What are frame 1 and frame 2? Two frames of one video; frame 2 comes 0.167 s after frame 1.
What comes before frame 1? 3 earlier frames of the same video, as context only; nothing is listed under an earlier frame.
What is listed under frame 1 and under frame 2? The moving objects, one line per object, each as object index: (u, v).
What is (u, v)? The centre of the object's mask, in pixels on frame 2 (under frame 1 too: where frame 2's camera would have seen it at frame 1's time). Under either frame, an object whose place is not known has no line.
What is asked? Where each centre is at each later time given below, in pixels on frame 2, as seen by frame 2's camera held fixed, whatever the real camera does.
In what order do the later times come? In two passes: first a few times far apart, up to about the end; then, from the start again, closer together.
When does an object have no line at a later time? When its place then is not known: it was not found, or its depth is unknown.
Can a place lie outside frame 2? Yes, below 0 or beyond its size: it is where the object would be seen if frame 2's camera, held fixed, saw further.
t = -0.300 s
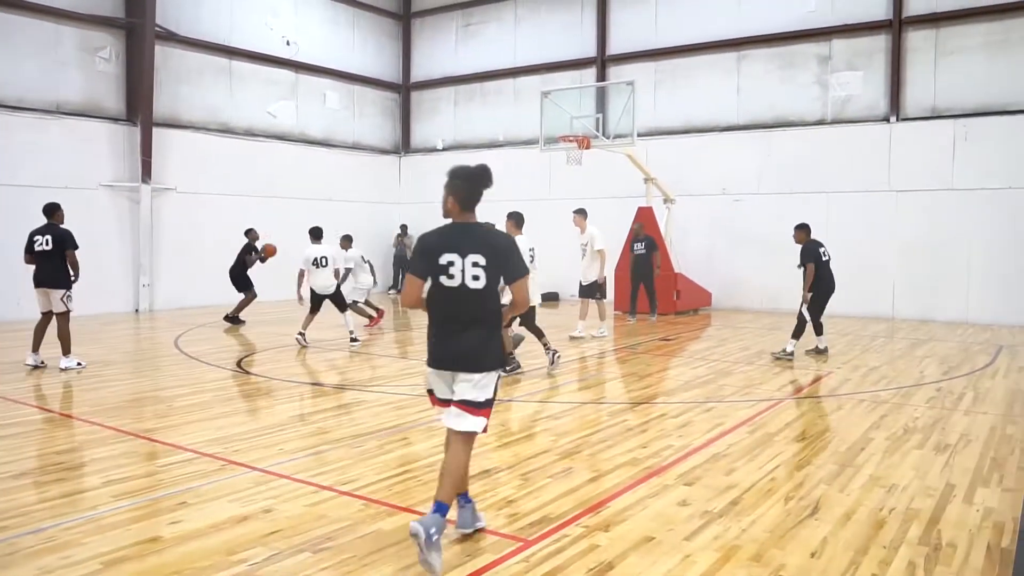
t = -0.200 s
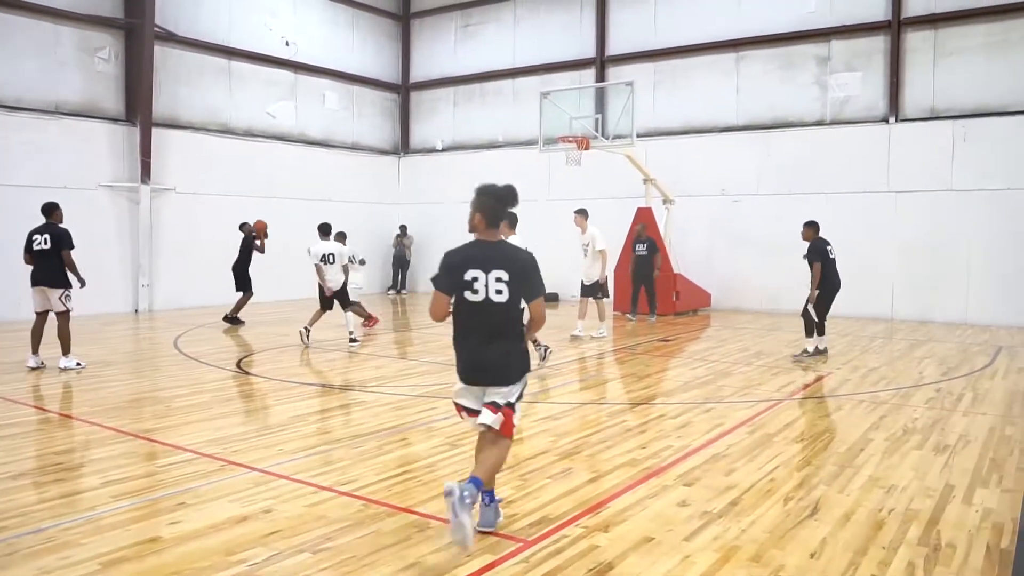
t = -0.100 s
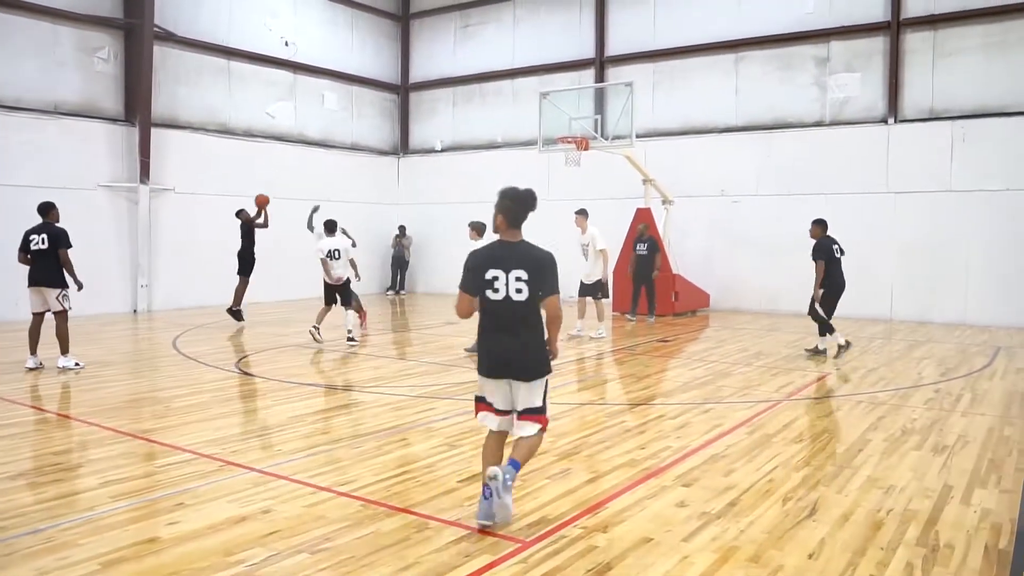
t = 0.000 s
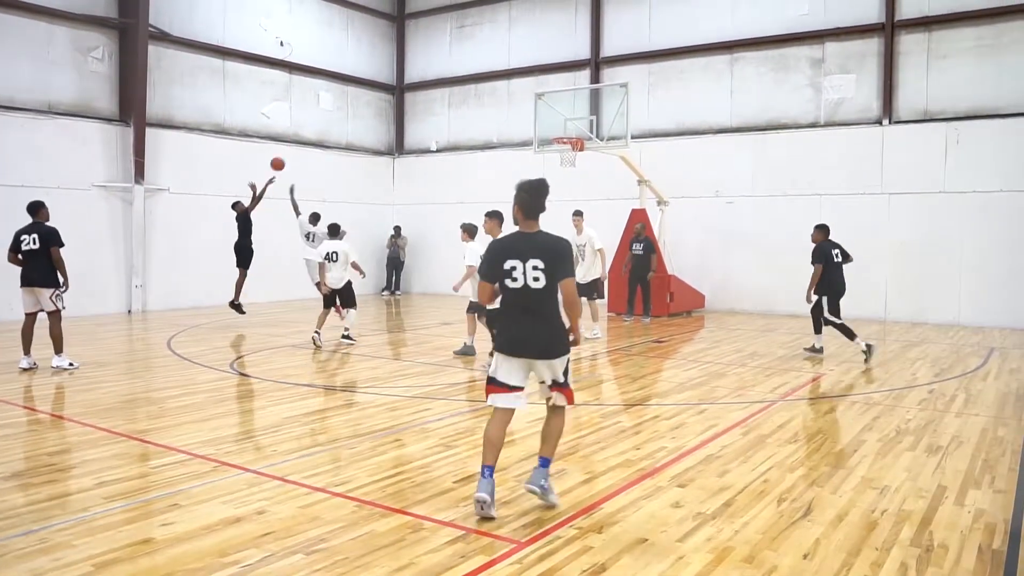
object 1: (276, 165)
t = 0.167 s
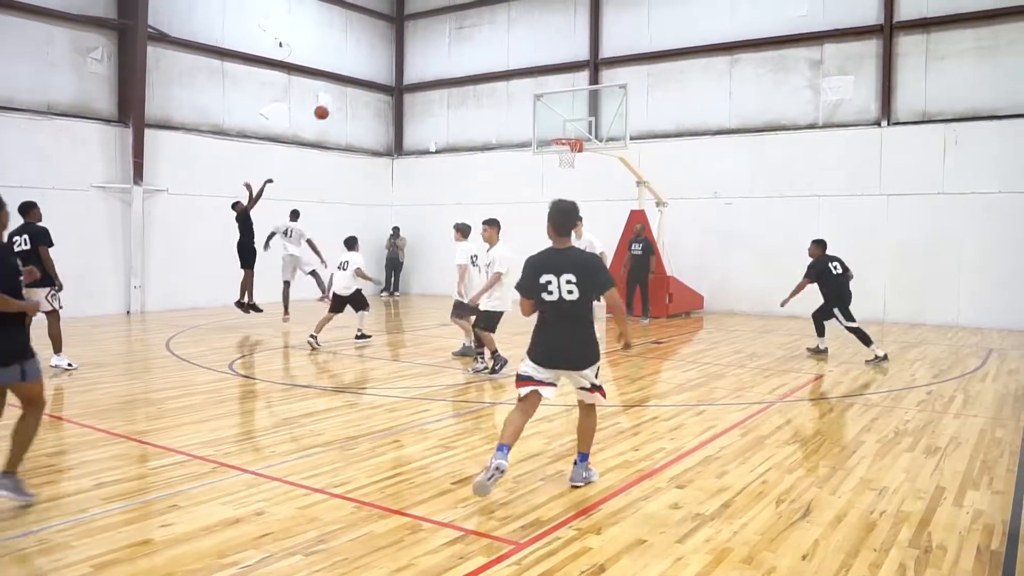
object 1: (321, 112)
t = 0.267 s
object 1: (348, 89)
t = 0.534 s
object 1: (419, 58)
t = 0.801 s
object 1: (490, 69)
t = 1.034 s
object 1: (549, 113)
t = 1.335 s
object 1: (559, 155)
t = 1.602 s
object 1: (573, 158)
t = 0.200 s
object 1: (330, 104)
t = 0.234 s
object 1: (339, 96)
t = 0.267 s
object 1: (348, 89)
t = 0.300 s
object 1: (356, 83)
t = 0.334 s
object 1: (366, 77)
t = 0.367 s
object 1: (375, 72)
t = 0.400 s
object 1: (384, 68)
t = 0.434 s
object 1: (393, 65)
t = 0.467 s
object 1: (401, 61)
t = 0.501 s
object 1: (411, 59)
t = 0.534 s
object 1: (419, 58)
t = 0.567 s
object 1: (428, 57)
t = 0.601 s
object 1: (437, 56)
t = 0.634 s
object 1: (446, 57)
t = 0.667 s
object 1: (454, 58)
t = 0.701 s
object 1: (463, 59)
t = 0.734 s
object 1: (472, 62)
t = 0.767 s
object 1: (481, 65)
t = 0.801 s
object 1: (490, 69)
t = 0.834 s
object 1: (498, 73)
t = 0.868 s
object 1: (506, 78)
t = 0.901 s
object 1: (515, 84)
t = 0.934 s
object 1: (524, 91)
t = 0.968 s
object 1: (532, 98)
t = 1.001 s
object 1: (540, 105)
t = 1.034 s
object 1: (549, 113)
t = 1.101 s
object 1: (565, 132)
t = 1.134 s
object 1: (574, 142)
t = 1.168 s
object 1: (576, 144)
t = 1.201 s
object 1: (575, 146)
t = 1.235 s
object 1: (562, 149)
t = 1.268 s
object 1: (560, 155)
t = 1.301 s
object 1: (559, 156)
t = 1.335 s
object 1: (559, 155)
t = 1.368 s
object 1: (560, 154)
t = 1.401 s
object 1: (561, 153)
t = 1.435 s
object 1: (563, 153)
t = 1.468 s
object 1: (564, 153)
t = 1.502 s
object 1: (567, 153)
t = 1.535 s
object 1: (569, 155)
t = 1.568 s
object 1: (571, 156)
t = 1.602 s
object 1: (573, 158)
